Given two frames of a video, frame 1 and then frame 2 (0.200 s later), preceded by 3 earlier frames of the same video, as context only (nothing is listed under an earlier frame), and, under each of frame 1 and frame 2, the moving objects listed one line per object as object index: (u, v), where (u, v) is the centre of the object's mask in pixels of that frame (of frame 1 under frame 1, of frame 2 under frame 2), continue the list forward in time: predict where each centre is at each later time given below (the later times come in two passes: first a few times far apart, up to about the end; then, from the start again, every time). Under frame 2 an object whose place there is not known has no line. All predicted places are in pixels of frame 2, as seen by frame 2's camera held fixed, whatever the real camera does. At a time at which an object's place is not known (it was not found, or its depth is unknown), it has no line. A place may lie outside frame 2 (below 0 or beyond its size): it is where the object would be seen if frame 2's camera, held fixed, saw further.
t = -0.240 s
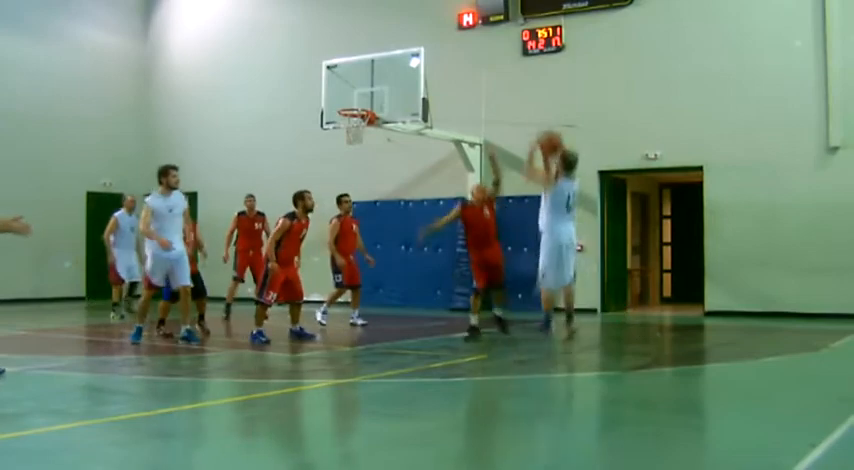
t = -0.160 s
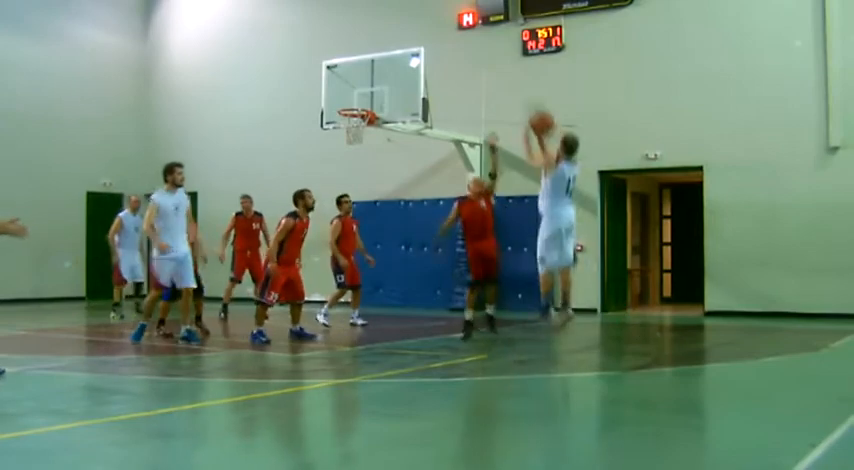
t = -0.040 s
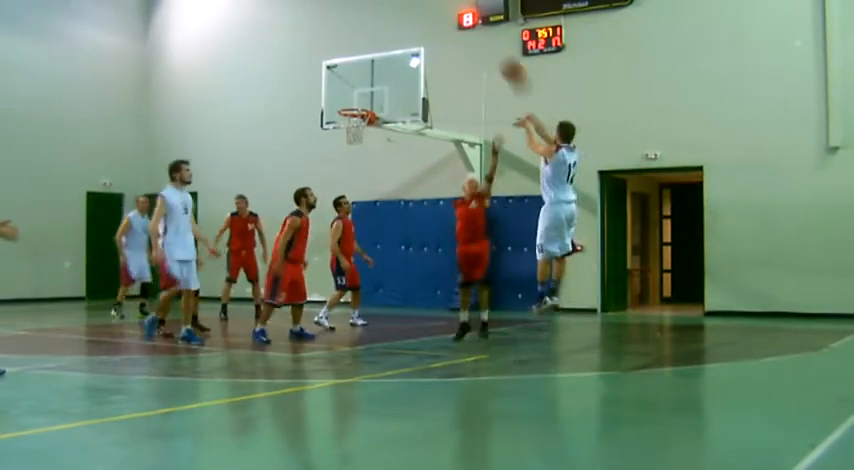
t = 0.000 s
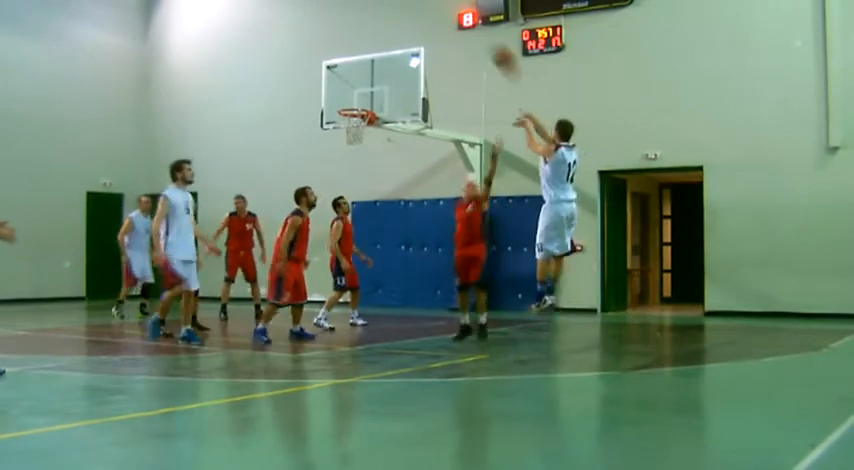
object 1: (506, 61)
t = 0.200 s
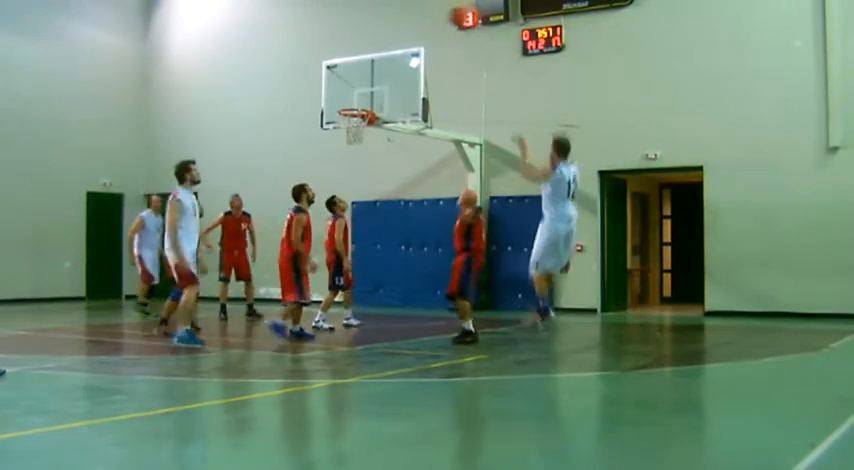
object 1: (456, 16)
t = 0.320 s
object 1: (437, 9)
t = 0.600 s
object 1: (392, 34)
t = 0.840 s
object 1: (360, 91)
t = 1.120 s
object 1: (354, 121)
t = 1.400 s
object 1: (355, 133)
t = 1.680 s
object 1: (353, 140)
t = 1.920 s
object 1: (352, 156)
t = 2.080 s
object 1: (352, 185)
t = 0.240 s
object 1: (449, 12)
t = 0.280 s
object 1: (444, 10)
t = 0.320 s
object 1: (437, 9)
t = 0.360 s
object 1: (430, 9)
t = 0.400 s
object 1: (424, 10)
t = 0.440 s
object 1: (417, 13)
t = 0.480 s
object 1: (411, 16)
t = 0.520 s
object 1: (405, 21)
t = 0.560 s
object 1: (398, 27)
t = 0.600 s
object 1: (392, 34)
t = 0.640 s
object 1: (387, 41)
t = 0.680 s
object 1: (381, 49)
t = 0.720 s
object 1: (376, 59)
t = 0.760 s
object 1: (370, 70)
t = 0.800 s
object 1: (365, 80)
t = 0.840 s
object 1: (360, 91)
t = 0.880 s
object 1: (356, 102)
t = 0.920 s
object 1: (353, 113)
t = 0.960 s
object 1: (353, 120)
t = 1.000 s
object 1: (354, 120)
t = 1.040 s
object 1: (354, 120)
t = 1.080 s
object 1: (354, 120)
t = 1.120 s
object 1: (354, 121)
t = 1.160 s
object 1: (354, 122)
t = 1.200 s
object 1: (354, 123)
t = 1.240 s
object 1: (354, 125)
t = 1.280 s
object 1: (355, 126)
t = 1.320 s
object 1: (355, 128)
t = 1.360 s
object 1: (356, 130)
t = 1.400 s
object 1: (355, 133)
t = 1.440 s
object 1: (355, 135)
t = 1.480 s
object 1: (355, 135)
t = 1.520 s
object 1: (354, 137)
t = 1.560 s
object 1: (354, 139)
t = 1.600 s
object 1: (354, 140)
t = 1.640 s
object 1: (353, 140)
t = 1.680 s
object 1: (353, 140)
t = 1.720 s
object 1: (353, 141)
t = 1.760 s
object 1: (353, 142)
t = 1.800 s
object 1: (353, 144)
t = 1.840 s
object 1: (353, 148)
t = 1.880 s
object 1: (352, 151)
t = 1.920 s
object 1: (352, 156)
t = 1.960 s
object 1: (352, 162)
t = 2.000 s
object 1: (352, 169)
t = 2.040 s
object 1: (352, 177)
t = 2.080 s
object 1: (352, 185)
